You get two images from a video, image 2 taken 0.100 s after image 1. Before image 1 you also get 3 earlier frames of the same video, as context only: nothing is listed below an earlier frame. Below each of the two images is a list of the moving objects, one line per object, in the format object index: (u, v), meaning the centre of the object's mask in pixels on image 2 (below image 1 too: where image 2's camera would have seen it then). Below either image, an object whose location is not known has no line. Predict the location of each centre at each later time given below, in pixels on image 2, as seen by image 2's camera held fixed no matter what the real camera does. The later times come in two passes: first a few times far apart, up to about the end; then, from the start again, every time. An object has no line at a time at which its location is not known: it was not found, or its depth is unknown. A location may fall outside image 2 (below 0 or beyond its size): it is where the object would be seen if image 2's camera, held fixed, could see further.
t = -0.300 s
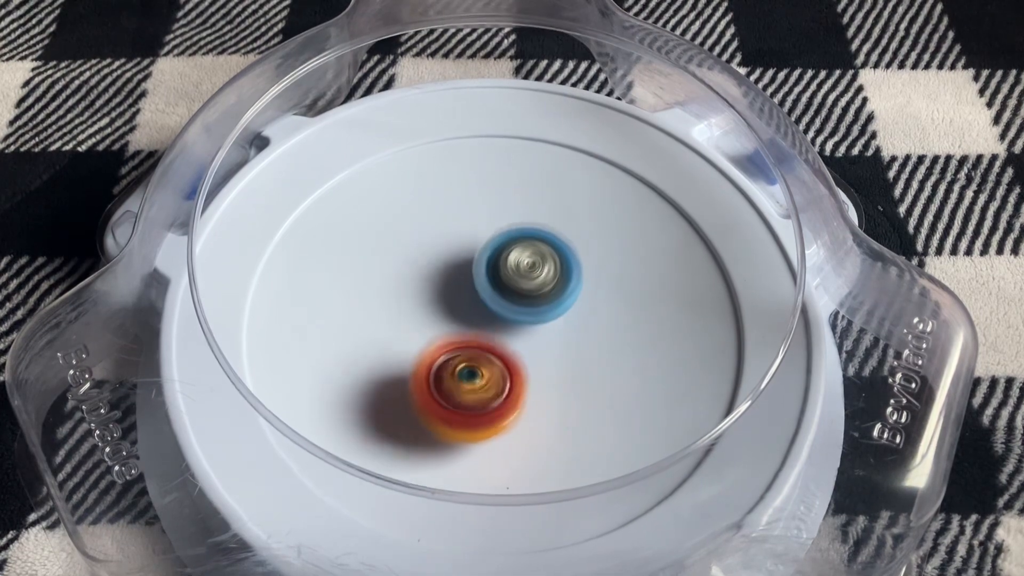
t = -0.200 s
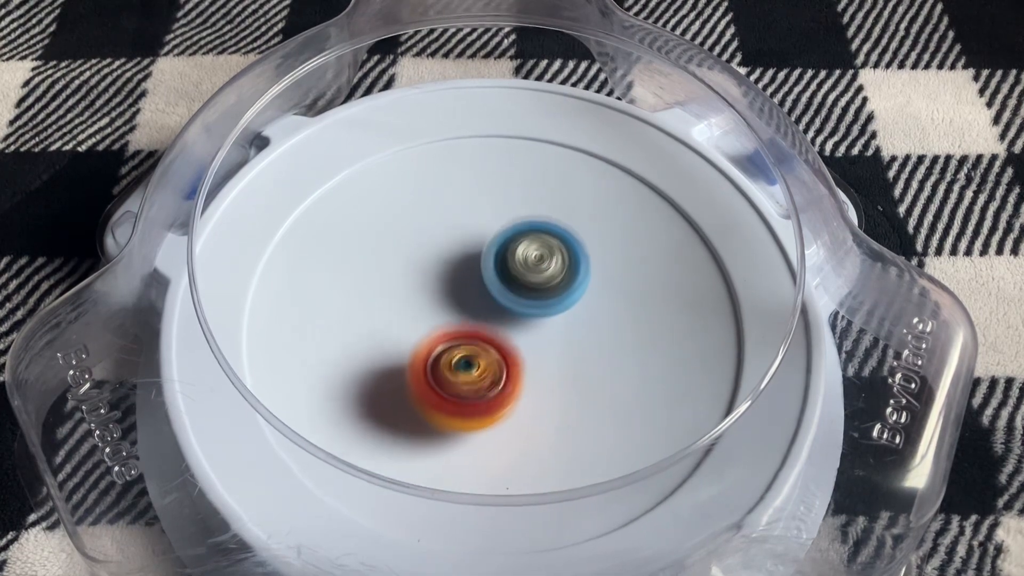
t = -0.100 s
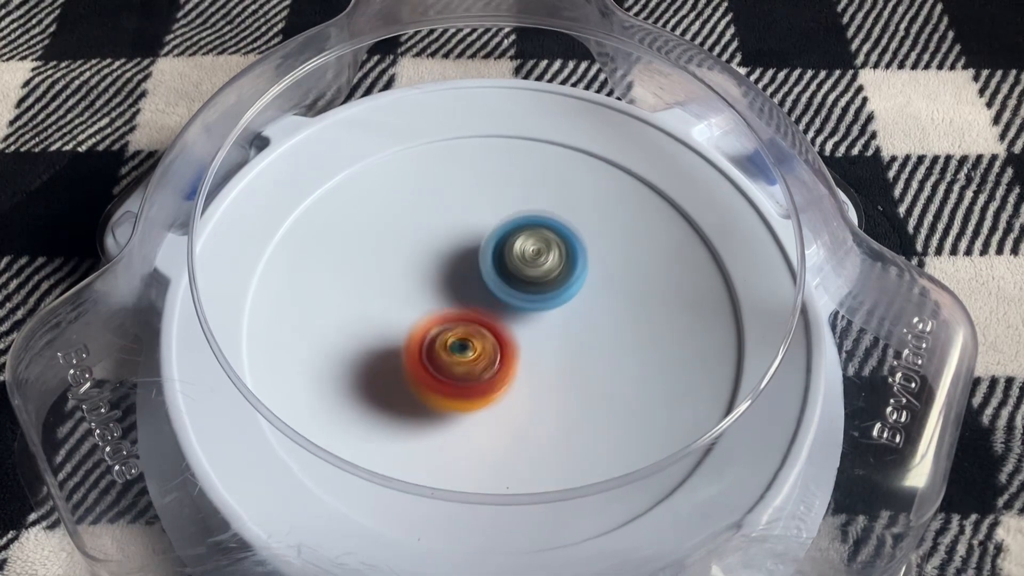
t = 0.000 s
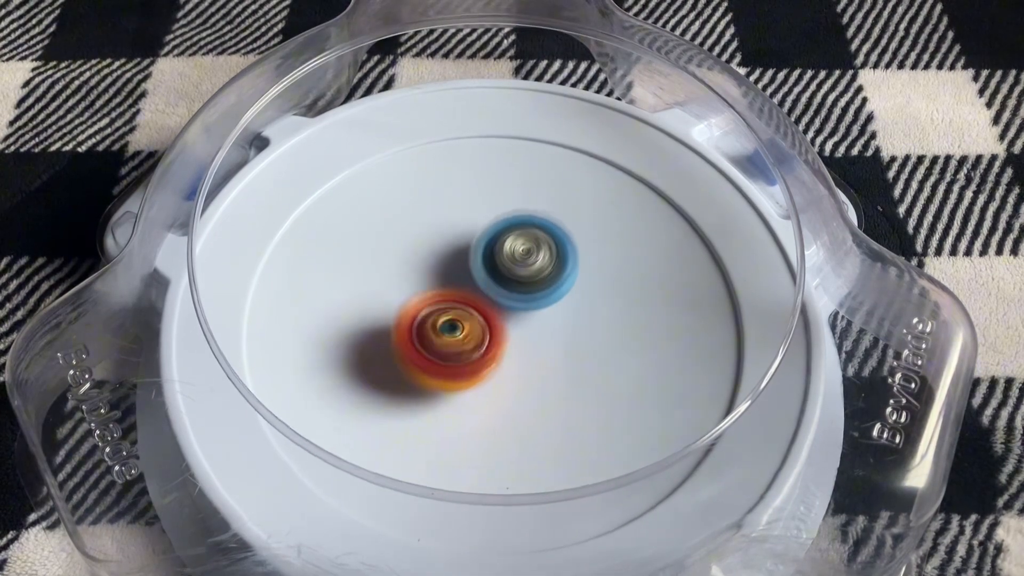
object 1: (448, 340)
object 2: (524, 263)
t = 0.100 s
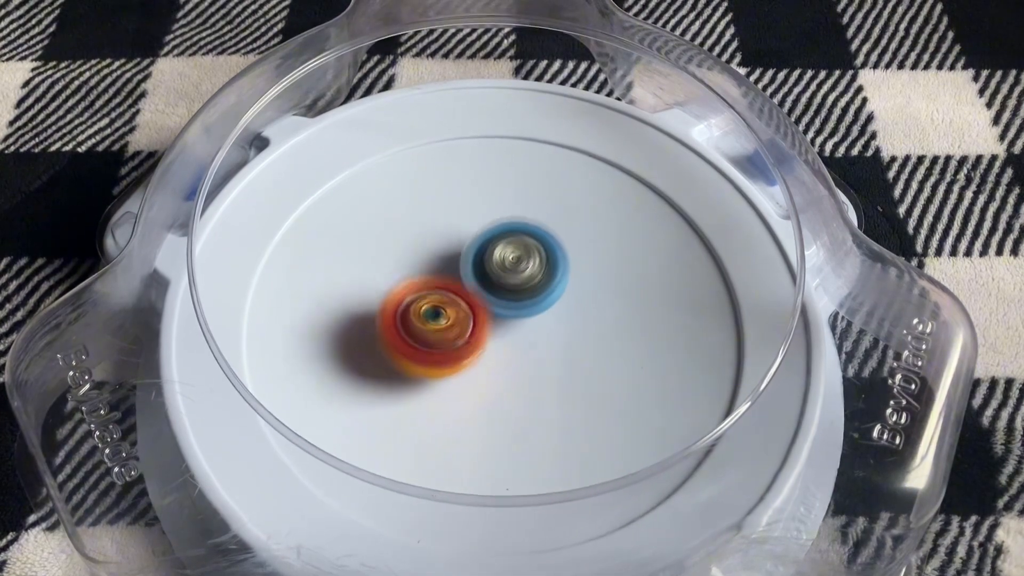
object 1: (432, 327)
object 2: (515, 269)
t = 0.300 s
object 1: (412, 333)
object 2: (535, 281)
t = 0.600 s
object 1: (439, 296)
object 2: (587, 303)
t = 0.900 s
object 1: (464, 298)
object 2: (578, 299)
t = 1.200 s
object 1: (456, 314)
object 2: (614, 321)
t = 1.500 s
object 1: (481, 323)
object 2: (611, 334)
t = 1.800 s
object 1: (495, 313)
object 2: (606, 355)
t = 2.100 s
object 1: (492, 311)
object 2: (582, 383)
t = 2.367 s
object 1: (510, 313)
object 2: (573, 408)
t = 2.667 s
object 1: (497, 310)
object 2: (556, 413)
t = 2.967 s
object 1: (465, 306)
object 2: (560, 476)
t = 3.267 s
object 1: (494, 297)
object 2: (545, 436)
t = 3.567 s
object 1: (461, 268)
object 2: (505, 399)
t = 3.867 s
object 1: (475, 266)
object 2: (427, 422)
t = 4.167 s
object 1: (526, 294)
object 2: (438, 398)
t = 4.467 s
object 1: (580, 323)
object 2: (428, 335)
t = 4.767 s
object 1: (570, 340)
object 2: (396, 297)
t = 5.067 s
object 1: (510, 383)
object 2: (420, 295)
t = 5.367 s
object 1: (518, 399)
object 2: (468, 286)
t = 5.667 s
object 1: (495, 439)
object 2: (535, 154)
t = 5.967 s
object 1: (482, 377)
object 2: (498, 199)
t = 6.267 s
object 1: (265, 510)
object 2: (632, 160)
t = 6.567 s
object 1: (440, 320)
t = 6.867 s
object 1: (469, 151)
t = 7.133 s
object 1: (554, 123)
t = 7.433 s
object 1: (545, 205)
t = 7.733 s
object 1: (452, 401)
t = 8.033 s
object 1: (518, 402)
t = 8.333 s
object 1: (466, 350)
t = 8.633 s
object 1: (480, 339)
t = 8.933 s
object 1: (500, 336)
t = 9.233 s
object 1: (512, 337)
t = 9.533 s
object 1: (512, 337)
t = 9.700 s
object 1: (512, 337)
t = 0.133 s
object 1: (424, 325)
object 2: (517, 271)
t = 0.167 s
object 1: (417, 324)
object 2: (521, 273)
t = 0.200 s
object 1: (410, 323)
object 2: (525, 274)
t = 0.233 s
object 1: (406, 326)
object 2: (529, 277)
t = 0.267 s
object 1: (407, 330)
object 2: (532, 279)
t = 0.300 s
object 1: (412, 333)
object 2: (535, 281)
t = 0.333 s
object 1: (419, 334)
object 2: (539, 284)
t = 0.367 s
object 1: (430, 332)
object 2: (543, 286)
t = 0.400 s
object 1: (439, 328)
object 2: (547, 289)
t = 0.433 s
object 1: (448, 323)
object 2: (552, 291)
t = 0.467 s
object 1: (451, 316)
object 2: (559, 294)
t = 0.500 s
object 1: (449, 309)
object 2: (569, 297)
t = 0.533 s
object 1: (446, 304)
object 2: (577, 300)
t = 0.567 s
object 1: (442, 299)
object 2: (582, 302)
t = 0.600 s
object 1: (439, 296)
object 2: (587, 303)
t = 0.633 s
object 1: (436, 293)
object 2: (590, 303)
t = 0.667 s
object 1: (436, 293)
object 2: (592, 303)
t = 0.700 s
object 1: (436, 294)
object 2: (592, 303)
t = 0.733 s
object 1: (439, 294)
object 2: (592, 302)
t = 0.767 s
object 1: (443, 294)
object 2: (591, 301)
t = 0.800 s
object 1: (447, 295)
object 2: (588, 300)
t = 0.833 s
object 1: (452, 296)
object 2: (585, 300)
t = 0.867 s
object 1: (457, 297)
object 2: (582, 299)
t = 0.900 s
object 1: (464, 298)
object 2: (578, 299)
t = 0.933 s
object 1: (464, 298)
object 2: (580, 300)
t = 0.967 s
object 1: (465, 298)
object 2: (583, 301)
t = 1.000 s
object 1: (469, 298)
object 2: (584, 304)
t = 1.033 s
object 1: (471, 298)
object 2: (584, 306)
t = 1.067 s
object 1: (458, 297)
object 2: (598, 310)
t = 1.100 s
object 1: (453, 301)
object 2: (610, 314)
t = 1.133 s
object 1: (451, 305)
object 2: (615, 316)
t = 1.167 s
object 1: (452, 310)
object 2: (617, 319)
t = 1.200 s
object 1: (456, 314)
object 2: (614, 321)
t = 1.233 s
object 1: (461, 319)
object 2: (610, 322)
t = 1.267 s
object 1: (469, 321)
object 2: (603, 324)
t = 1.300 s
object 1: (476, 323)
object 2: (597, 326)
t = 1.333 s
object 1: (477, 323)
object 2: (599, 329)
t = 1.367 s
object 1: (475, 322)
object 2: (605, 331)
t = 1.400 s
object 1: (476, 323)
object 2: (609, 332)
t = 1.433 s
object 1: (476, 322)
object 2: (611, 333)
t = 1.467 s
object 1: (479, 323)
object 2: (611, 333)
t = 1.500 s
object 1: (481, 323)
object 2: (611, 334)
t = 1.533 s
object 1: (483, 322)
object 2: (610, 334)
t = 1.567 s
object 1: (485, 322)
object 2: (609, 335)
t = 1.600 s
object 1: (489, 322)
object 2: (607, 335)
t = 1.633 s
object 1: (489, 321)
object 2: (606, 337)
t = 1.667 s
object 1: (489, 321)
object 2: (608, 340)
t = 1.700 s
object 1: (491, 318)
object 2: (609, 344)
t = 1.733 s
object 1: (493, 317)
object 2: (608, 348)
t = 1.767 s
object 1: (495, 314)
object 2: (607, 351)
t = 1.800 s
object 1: (495, 313)
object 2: (606, 355)
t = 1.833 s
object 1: (496, 310)
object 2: (605, 358)
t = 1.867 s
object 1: (495, 308)
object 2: (603, 361)
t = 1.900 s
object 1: (494, 307)
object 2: (601, 364)
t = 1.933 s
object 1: (493, 306)
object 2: (599, 367)
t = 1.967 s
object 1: (493, 306)
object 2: (596, 370)
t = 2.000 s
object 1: (492, 307)
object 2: (592, 372)
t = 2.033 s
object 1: (492, 308)
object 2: (588, 375)
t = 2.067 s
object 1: (492, 311)
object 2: (583, 378)
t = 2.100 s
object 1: (492, 311)
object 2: (582, 383)
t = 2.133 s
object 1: (493, 312)
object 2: (581, 389)
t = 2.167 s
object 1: (495, 313)
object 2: (579, 393)
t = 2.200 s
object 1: (497, 314)
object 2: (578, 396)
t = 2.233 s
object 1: (500, 315)
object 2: (576, 399)
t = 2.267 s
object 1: (503, 315)
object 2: (575, 401)
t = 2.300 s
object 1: (506, 315)
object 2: (574, 403)
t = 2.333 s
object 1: (509, 314)
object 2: (573, 406)
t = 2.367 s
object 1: (510, 313)
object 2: (573, 408)
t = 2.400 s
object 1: (510, 313)
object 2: (572, 409)
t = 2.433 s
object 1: (510, 312)
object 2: (571, 409)
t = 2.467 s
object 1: (510, 312)
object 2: (569, 409)
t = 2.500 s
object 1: (509, 312)
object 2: (567, 407)
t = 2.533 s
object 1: (508, 312)
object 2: (565, 406)
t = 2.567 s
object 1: (504, 309)
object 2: (564, 410)
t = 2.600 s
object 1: (502, 308)
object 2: (563, 413)
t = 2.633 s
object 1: (499, 309)
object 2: (560, 415)
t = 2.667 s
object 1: (497, 310)
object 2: (556, 413)
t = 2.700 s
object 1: (496, 312)
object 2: (552, 412)
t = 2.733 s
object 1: (494, 314)
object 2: (546, 411)
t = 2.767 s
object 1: (485, 303)
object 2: (549, 431)
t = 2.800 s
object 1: (479, 299)
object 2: (554, 447)
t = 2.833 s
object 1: (475, 298)
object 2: (553, 455)
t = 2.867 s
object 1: (471, 298)
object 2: (556, 472)
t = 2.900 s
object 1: (467, 300)
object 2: (557, 478)
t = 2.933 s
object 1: (465, 302)
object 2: (558, 479)
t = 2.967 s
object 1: (465, 306)
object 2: (560, 476)
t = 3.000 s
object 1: (465, 309)
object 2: (562, 472)
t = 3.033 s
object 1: (468, 313)
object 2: (563, 466)
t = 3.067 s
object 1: (472, 316)
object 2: (563, 456)
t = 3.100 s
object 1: (476, 320)
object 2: (561, 447)
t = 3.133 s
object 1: (482, 323)
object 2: (557, 439)
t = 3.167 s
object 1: (489, 325)
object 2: (552, 431)
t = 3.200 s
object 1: (496, 325)
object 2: (546, 420)
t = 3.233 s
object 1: (496, 309)
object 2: (547, 430)
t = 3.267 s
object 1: (494, 297)
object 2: (545, 436)
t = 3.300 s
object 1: (491, 288)
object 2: (541, 440)
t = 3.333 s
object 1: (488, 280)
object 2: (538, 440)
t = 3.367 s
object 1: (484, 275)
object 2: (534, 438)
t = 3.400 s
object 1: (480, 270)
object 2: (530, 435)
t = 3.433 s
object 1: (475, 267)
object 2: (525, 430)
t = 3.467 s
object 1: (470, 265)
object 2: (520, 424)
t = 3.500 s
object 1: (467, 265)
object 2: (515, 414)
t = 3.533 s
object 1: (464, 266)
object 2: (509, 407)
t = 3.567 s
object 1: (461, 268)
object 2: (505, 399)
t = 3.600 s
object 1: (460, 272)
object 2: (497, 392)
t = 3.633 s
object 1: (460, 277)
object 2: (489, 383)
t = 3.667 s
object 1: (461, 277)
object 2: (479, 383)
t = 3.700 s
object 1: (462, 270)
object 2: (469, 394)
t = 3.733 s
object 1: (464, 267)
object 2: (458, 402)
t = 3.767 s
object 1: (466, 266)
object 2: (448, 409)
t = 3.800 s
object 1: (469, 265)
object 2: (440, 414)
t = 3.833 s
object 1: (471, 265)
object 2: (432, 418)
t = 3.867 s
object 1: (475, 266)
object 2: (427, 422)
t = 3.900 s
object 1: (479, 268)
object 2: (423, 424)
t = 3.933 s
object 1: (484, 270)
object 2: (422, 426)
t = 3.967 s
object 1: (489, 273)
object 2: (422, 426)
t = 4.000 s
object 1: (494, 277)
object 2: (424, 425)
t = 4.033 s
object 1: (500, 281)
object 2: (426, 422)
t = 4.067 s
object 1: (506, 284)
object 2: (429, 417)
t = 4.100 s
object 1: (513, 287)
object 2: (432, 412)
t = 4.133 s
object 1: (519, 290)
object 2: (435, 405)
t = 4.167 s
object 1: (526, 294)
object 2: (438, 398)
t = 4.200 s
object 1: (532, 298)
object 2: (441, 392)
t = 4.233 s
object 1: (538, 302)
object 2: (444, 383)
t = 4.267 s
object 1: (544, 306)
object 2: (448, 376)
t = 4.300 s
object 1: (549, 309)
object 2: (450, 370)
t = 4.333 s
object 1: (554, 313)
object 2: (453, 363)
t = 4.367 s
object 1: (562, 316)
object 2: (451, 356)
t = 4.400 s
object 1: (569, 319)
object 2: (443, 351)
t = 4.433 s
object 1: (576, 321)
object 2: (436, 343)
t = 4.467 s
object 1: (580, 323)
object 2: (428, 335)
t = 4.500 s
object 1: (584, 325)
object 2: (422, 327)
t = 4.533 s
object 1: (587, 327)
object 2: (417, 320)
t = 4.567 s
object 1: (588, 328)
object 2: (411, 314)
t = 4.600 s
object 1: (588, 330)
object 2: (407, 308)
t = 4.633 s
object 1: (587, 331)
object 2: (403, 305)
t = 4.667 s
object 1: (584, 333)
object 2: (400, 302)
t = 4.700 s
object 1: (581, 335)
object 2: (398, 299)
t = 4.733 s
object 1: (576, 338)
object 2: (397, 298)
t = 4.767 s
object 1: (570, 340)
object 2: (396, 297)
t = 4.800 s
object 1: (564, 342)
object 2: (398, 298)
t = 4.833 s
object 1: (556, 344)
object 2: (400, 299)
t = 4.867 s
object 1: (547, 347)
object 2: (403, 300)
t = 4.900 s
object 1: (539, 349)
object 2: (407, 302)
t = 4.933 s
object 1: (528, 354)
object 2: (412, 304)
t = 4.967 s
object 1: (518, 357)
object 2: (417, 306)
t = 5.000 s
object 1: (510, 364)
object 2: (420, 305)
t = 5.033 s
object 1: (509, 374)
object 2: (420, 300)
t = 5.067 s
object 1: (510, 383)
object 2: (420, 295)
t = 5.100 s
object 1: (510, 391)
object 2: (422, 289)
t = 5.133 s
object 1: (511, 398)
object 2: (424, 285)
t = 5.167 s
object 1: (513, 402)
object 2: (427, 283)
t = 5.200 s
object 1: (514, 405)
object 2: (431, 283)
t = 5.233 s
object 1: (517, 407)
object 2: (438, 283)
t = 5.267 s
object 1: (518, 406)
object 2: (445, 284)
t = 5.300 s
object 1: (518, 405)
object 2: (452, 284)
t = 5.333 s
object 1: (519, 403)
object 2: (460, 285)
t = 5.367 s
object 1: (518, 399)
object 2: (468, 286)
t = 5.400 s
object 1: (517, 396)
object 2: (475, 287)
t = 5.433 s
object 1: (514, 389)
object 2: (482, 289)
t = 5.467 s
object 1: (510, 382)
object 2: (489, 288)
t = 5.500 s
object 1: (506, 382)
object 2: (496, 286)
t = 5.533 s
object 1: (497, 407)
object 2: (508, 254)
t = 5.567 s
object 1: (494, 424)
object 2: (519, 219)
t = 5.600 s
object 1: (495, 432)
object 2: (527, 193)
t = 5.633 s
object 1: (496, 436)
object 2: (532, 171)
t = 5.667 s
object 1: (495, 439)
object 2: (535, 154)
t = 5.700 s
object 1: (497, 438)
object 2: (536, 145)
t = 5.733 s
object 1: (497, 436)
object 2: (533, 139)
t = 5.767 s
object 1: (497, 432)
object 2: (529, 139)
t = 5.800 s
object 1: (497, 427)
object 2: (524, 141)
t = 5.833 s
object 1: (495, 418)
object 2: (519, 146)
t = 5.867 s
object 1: (493, 411)
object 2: (514, 154)
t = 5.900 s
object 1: (490, 400)
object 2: (508, 167)
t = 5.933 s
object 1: (486, 388)
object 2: (503, 180)
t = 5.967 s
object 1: (482, 377)
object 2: (498, 199)
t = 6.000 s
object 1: (475, 364)
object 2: (494, 218)
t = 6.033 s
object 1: (470, 353)
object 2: (491, 240)
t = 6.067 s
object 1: (460, 344)
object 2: (491, 256)
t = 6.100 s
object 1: (405, 393)
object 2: (522, 231)
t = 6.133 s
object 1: (350, 439)
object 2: (555, 206)
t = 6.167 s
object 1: (307, 476)
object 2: (582, 186)
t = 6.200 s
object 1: (274, 504)
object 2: (606, 169)
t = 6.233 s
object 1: (268, 513)
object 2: (623, 159)
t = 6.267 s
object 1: (265, 510)
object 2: (632, 160)
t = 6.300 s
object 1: (266, 491)
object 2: (637, 168)
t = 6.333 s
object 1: (275, 475)
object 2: (637, 184)
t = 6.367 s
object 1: (303, 452)
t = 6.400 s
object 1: (319, 434)
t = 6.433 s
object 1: (344, 410)
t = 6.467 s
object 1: (367, 387)
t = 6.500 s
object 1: (392, 364)
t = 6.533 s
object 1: (415, 342)
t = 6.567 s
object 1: (440, 320)
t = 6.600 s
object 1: (455, 293)
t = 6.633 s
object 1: (453, 264)
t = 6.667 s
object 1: (458, 239)
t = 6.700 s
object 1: (463, 209)
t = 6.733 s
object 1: (464, 188)
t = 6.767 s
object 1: (468, 171)
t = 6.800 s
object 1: (468, 155)
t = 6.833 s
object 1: (467, 153)
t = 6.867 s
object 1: (469, 151)
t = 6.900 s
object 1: (469, 154)
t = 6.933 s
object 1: (472, 161)
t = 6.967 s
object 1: (475, 173)
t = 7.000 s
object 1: (472, 179)
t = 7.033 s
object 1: (480, 199)
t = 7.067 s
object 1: (494, 196)
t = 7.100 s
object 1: (521, 152)
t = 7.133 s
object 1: (554, 123)
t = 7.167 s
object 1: (578, 100)
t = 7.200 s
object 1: (589, 95)
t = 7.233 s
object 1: (585, 104)
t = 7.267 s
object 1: (576, 114)
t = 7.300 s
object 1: (562, 133)
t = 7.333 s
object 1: (556, 145)
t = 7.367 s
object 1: (554, 163)
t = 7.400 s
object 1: (550, 182)
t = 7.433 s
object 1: (545, 205)
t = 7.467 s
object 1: (535, 229)
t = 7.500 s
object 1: (530, 252)
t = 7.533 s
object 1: (519, 275)
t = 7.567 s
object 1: (507, 298)
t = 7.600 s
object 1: (493, 323)
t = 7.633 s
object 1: (477, 343)
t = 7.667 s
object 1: (465, 364)
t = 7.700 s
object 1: (456, 382)
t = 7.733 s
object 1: (452, 401)
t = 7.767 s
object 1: (460, 412)
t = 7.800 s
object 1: (468, 419)
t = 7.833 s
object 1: (477, 422)
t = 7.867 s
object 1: (487, 425)
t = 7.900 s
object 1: (496, 422)
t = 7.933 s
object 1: (501, 418)
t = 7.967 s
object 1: (506, 414)
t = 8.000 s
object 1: (512, 409)
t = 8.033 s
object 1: (518, 402)
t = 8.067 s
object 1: (520, 390)
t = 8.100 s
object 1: (521, 373)
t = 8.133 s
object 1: (515, 362)
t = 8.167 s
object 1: (506, 353)
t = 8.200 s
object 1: (496, 346)
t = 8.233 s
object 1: (488, 344)
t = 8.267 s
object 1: (478, 344)
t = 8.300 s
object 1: (472, 346)
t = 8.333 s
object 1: (466, 350)
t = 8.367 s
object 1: (461, 354)
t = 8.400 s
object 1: (462, 356)
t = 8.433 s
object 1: (462, 357)
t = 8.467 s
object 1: (462, 356)
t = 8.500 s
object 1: (462, 353)
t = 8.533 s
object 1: (467, 350)
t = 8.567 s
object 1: (471, 346)
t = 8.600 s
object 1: (475, 342)
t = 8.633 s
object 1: (480, 339)
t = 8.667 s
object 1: (486, 337)
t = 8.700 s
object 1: (490, 337)
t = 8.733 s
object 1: (492, 337)
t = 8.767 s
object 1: (494, 336)
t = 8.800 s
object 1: (495, 336)
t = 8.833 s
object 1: (496, 336)
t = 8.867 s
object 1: (497, 336)
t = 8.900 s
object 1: (498, 336)
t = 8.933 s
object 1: (500, 336)
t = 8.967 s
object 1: (500, 337)
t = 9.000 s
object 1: (502, 337)
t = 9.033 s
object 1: (506, 337)
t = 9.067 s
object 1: (512, 337)
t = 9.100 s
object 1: (516, 339)
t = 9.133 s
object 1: (518, 340)
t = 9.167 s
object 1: (517, 339)
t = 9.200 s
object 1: (514, 338)
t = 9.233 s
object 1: (512, 337)
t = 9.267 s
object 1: (513, 338)
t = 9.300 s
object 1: (513, 338)
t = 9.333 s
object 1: (512, 337)
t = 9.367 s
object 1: (512, 337)
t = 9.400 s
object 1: (512, 337)
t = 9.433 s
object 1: (512, 337)
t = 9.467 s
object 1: (512, 337)
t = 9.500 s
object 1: (512, 337)
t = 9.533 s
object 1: (512, 337)
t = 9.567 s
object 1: (512, 337)
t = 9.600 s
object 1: (512, 337)
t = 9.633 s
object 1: (512, 338)
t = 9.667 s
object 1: (512, 337)
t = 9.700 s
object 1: (512, 337)
